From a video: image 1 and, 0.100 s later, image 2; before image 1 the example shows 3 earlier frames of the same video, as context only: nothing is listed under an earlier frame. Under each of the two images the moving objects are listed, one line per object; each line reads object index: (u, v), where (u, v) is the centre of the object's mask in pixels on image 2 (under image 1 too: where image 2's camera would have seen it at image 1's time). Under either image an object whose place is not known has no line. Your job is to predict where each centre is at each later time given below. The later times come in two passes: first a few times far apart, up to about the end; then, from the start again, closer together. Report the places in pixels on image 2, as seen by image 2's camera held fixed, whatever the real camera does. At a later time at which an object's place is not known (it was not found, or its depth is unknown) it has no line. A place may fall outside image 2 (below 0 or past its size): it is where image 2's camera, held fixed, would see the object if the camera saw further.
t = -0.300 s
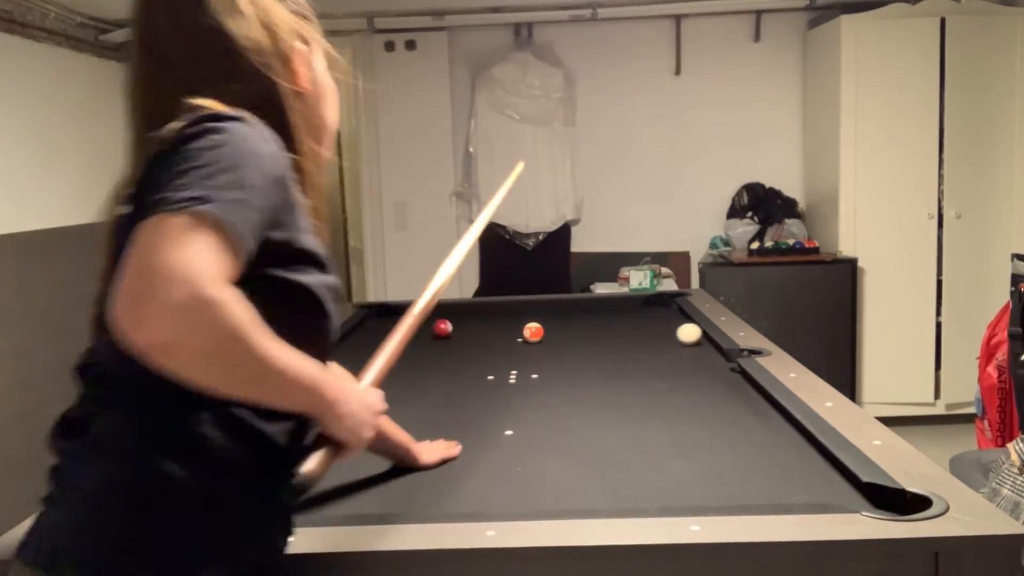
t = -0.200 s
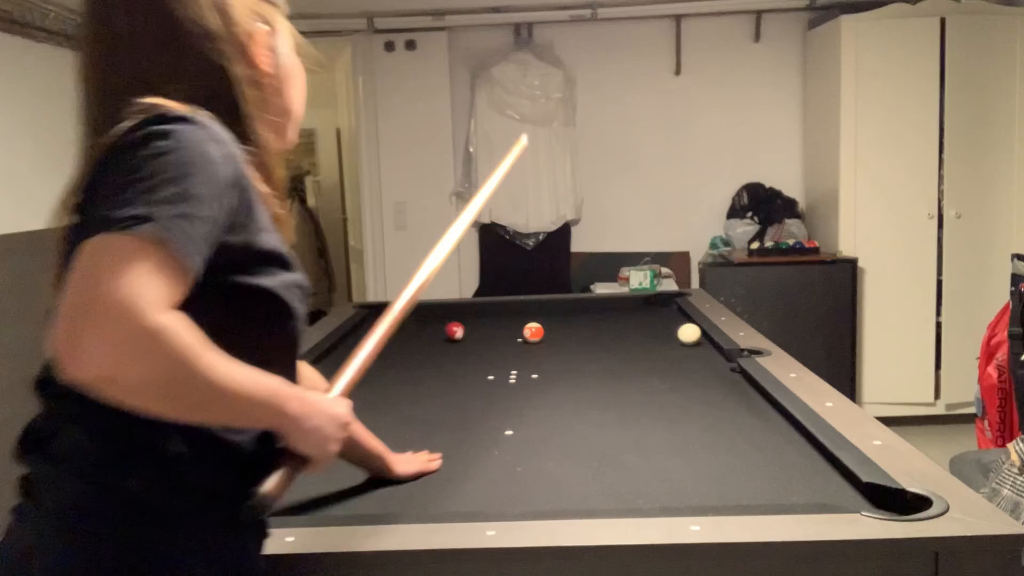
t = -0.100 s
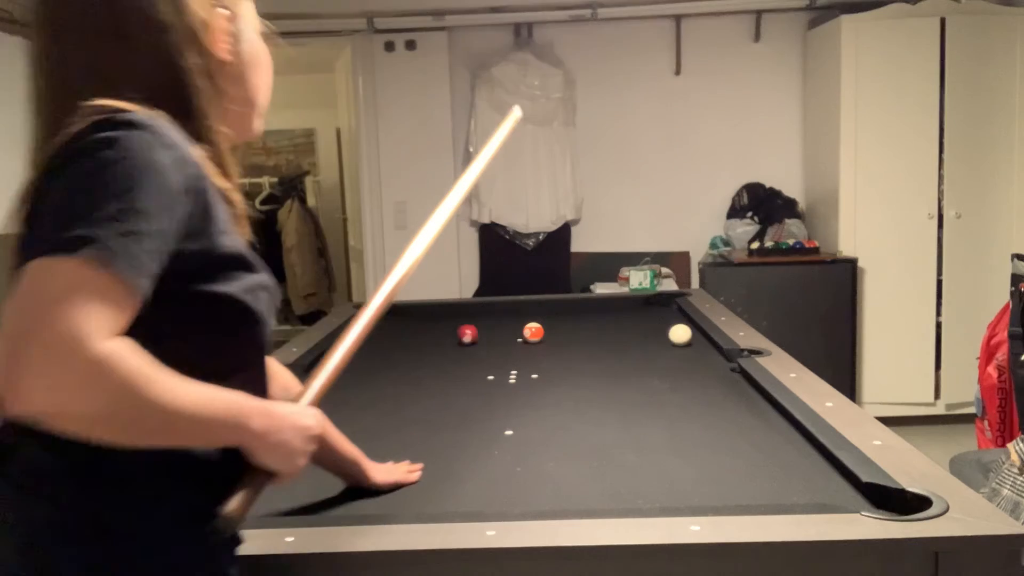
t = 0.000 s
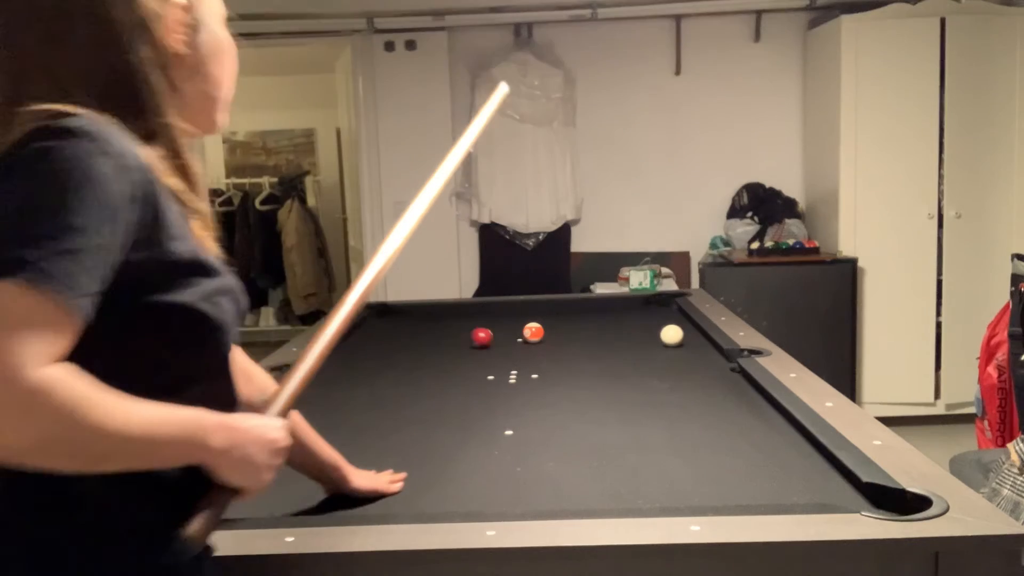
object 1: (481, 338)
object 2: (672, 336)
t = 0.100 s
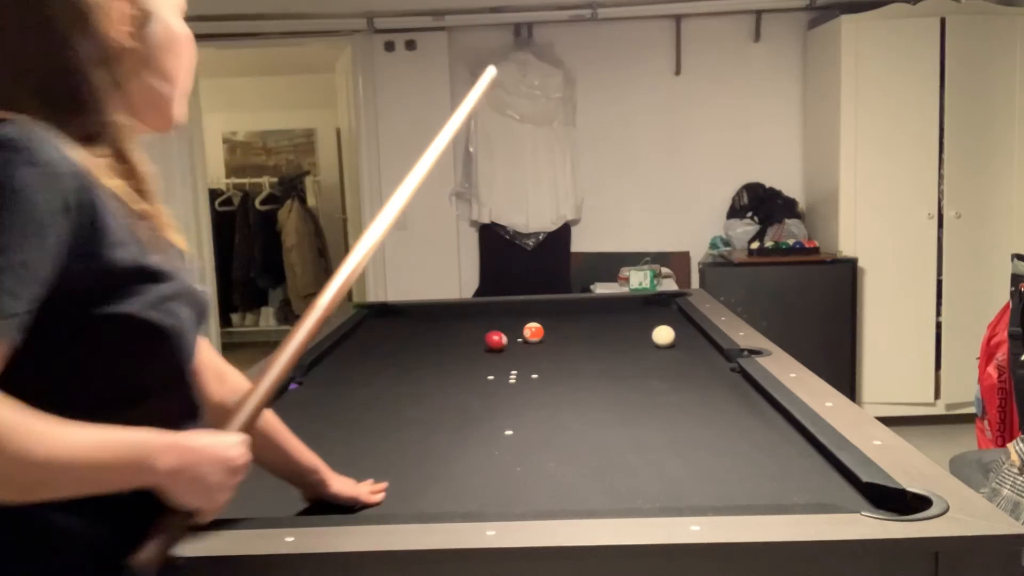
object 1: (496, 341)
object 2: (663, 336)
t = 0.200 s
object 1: (510, 345)
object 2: (655, 337)
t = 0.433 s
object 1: (547, 354)
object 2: (637, 339)
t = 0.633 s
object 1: (580, 361)
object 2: (622, 340)
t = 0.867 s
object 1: (624, 371)
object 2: (605, 342)
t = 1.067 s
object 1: (665, 381)
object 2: (591, 344)
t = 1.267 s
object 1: (710, 392)
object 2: (578, 346)
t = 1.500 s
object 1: (763, 406)
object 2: (563, 348)
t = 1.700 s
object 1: (753, 418)
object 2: (551, 350)
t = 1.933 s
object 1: (742, 433)
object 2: (538, 353)
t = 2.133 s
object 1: (732, 446)
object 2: (527, 355)
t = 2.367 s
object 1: (720, 462)
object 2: (515, 357)
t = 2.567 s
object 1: (709, 477)
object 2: (506, 359)
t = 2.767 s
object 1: (697, 489)
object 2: (497, 361)
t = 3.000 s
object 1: (682, 494)
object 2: (488, 363)
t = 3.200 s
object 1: (671, 491)
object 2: (482, 365)
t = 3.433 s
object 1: (659, 487)
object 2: (475, 367)
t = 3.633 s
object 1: (651, 482)
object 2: (470, 368)
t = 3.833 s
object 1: (645, 478)
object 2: (467, 369)
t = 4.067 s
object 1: (641, 473)
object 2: (464, 370)
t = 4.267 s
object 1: (637, 470)
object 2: (463, 370)
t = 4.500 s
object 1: (634, 467)
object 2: (463, 370)
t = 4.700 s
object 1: (633, 465)
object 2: (463, 370)
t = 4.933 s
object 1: (631, 464)
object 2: (463, 370)
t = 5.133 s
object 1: (630, 464)
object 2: (464, 370)
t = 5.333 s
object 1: (631, 464)
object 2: (464, 370)
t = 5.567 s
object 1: (631, 463)
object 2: (464, 370)
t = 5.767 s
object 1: (631, 463)
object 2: (464, 370)
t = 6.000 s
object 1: (631, 463)
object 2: (464, 370)
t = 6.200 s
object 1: (631, 463)
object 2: (463, 370)
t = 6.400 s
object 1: (631, 463)
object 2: (463, 370)
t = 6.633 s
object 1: (631, 463)
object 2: (464, 370)
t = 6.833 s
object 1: (631, 463)
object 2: (463, 370)
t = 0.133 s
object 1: (500, 343)
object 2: (661, 336)
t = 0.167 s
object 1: (505, 343)
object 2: (658, 337)
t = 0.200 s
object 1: (510, 345)
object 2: (655, 337)
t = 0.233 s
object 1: (515, 346)
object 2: (653, 337)
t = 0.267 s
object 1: (520, 348)
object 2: (650, 337)
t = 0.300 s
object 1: (525, 349)
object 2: (647, 338)
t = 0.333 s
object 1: (530, 349)
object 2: (645, 338)
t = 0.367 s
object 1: (536, 351)
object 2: (642, 338)
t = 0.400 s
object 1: (541, 353)
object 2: (640, 338)
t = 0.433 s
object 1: (547, 354)
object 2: (637, 339)
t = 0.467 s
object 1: (552, 355)
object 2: (634, 339)
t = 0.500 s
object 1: (558, 356)
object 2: (632, 339)
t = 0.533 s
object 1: (563, 357)
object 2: (629, 340)
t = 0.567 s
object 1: (569, 359)
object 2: (627, 340)
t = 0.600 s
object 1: (575, 360)
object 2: (624, 340)
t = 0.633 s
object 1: (580, 361)
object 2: (622, 340)
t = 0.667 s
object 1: (586, 363)
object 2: (619, 341)
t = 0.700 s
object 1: (593, 364)
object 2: (617, 341)
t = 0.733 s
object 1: (599, 366)
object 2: (615, 341)
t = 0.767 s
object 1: (605, 367)
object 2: (612, 341)
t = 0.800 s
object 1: (611, 369)
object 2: (610, 342)
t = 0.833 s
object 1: (617, 370)
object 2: (607, 342)
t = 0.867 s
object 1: (624, 371)
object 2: (605, 342)
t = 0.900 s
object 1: (631, 373)
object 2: (603, 343)
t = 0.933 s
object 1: (637, 375)
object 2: (600, 343)
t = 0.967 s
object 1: (644, 376)
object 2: (598, 343)
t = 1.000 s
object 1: (651, 378)
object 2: (596, 344)
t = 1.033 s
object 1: (658, 380)
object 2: (594, 344)
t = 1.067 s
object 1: (665, 381)
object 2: (591, 344)
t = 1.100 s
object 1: (672, 383)
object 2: (589, 344)
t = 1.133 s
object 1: (679, 386)
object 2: (587, 345)
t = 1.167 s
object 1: (687, 387)
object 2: (585, 345)
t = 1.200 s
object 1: (695, 389)
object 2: (583, 345)
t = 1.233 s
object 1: (702, 390)
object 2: (580, 346)
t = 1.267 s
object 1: (710, 392)
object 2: (578, 346)
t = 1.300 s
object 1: (718, 394)
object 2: (576, 346)
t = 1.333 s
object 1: (726, 397)
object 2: (574, 347)
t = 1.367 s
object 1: (734, 398)
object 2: (572, 347)
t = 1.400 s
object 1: (744, 401)
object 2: (570, 347)
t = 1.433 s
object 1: (751, 403)
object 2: (568, 348)
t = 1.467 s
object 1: (760, 404)
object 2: (566, 348)
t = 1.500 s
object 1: (763, 406)
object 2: (563, 348)
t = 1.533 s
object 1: (760, 409)
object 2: (561, 349)
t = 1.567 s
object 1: (759, 410)
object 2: (559, 349)
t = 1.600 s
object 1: (757, 412)
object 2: (557, 349)
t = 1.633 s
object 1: (756, 414)
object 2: (555, 350)
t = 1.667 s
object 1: (754, 416)
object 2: (553, 350)
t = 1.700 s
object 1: (753, 418)
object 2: (551, 350)
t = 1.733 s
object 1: (751, 420)
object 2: (550, 351)
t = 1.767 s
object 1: (750, 422)
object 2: (548, 351)
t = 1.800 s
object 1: (748, 424)
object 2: (546, 351)
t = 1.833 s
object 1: (746, 426)
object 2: (544, 352)
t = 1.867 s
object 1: (745, 429)
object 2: (542, 352)
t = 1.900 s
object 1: (743, 431)
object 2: (540, 352)
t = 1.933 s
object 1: (742, 433)
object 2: (538, 353)
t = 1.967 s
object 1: (740, 434)
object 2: (536, 353)
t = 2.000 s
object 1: (739, 437)
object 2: (534, 353)
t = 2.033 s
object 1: (737, 439)
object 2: (533, 354)
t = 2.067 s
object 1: (735, 441)
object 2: (531, 354)
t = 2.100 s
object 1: (734, 443)
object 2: (529, 355)
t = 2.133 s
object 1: (732, 446)
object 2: (527, 355)
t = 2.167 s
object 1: (730, 448)
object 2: (525, 355)
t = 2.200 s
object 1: (729, 450)
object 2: (524, 356)
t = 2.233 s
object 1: (727, 453)
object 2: (522, 356)
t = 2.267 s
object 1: (725, 456)
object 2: (520, 356)
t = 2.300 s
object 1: (723, 458)
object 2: (519, 357)
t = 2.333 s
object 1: (722, 460)
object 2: (517, 357)
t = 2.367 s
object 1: (720, 462)
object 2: (515, 357)
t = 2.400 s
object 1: (718, 464)
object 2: (514, 358)
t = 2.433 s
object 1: (716, 467)
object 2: (512, 358)
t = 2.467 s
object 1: (714, 470)
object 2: (511, 358)
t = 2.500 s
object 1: (713, 472)
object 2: (509, 359)
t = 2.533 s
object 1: (711, 474)
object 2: (507, 359)
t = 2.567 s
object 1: (709, 477)
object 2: (506, 359)
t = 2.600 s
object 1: (707, 479)
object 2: (504, 360)
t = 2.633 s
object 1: (705, 482)
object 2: (503, 360)
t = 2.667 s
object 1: (703, 485)
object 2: (501, 360)
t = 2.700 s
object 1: (701, 487)
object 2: (500, 361)
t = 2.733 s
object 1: (699, 488)
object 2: (499, 361)
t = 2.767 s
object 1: (697, 489)
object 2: (497, 361)
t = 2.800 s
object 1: (695, 490)
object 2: (496, 361)
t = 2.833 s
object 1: (693, 492)
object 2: (495, 362)
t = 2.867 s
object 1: (691, 493)
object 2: (493, 362)
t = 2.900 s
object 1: (689, 494)
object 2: (492, 362)
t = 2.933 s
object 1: (687, 495)
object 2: (491, 363)
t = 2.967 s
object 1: (684, 494)
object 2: (489, 363)
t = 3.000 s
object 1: (682, 494)
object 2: (488, 363)
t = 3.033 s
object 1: (680, 493)
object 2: (487, 363)
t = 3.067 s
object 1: (678, 493)
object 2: (486, 364)
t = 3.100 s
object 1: (676, 492)
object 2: (485, 364)
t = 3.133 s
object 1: (675, 492)
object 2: (484, 364)
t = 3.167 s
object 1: (673, 491)
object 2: (483, 365)
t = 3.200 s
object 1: (671, 491)
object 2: (482, 365)
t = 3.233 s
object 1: (669, 490)
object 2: (481, 365)
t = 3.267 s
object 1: (667, 489)
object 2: (480, 365)
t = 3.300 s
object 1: (666, 489)
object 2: (479, 366)
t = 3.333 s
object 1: (664, 488)
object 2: (478, 366)
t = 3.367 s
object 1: (662, 488)
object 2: (477, 366)
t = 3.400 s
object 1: (661, 487)
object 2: (476, 366)
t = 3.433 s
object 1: (659, 487)
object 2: (475, 367)
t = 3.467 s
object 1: (658, 486)
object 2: (474, 367)
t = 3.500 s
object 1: (656, 485)
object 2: (474, 367)
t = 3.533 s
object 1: (655, 484)
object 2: (473, 367)
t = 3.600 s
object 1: (653, 482)
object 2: (471, 368)
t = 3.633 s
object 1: (651, 482)
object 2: (470, 368)
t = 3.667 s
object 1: (650, 481)
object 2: (470, 368)
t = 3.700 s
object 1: (649, 480)
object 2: (469, 368)
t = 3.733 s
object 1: (648, 480)
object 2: (468, 368)
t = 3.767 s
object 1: (647, 479)
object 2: (468, 369)
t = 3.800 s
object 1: (646, 478)
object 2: (467, 369)
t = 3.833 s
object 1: (645, 478)
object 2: (467, 369)
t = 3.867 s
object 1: (645, 477)
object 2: (466, 369)
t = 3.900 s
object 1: (644, 476)
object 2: (466, 369)
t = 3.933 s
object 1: (643, 475)
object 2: (465, 369)
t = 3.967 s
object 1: (643, 475)
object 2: (465, 369)
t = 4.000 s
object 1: (642, 474)
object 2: (465, 370)
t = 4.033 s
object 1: (641, 474)
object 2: (464, 370)
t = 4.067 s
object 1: (641, 473)
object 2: (464, 370)
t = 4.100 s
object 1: (640, 472)
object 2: (464, 370)
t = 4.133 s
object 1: (639, 472)
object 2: (464, 370)
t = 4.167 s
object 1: (639, 471)
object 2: (463, 370)
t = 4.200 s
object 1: (638, 471)
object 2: (463, 370)
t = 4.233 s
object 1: (638, 470)
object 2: (463, 370)
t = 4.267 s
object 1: (637, 470)
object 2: (463, 370)
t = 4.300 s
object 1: (637, 469)
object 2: (463, 370)
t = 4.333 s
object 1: (636, 469)
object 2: (463, 370)
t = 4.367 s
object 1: (636, 469)
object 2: (463, 370)
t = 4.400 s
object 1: (635, 468)
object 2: (463, 370)
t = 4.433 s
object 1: (635, 468)
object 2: (463, 370)
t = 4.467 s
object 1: (634, 467)
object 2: (463, 370)
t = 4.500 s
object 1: (634, 467)
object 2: (463, 370)
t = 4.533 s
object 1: (634, 467)
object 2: (463, 370)
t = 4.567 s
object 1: (633, 466)
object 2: (463, 370)
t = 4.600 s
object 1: (633, 466)
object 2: (463, 370)
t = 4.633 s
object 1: (633, 466)
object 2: (463, 370)
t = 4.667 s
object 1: (633, 465)
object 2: (463, 370)
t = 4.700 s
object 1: (633, 465)
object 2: (463, 370)
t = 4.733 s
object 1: (632, 465)
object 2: (463, 370)
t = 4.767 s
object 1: (632, 465)
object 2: (463, 370)
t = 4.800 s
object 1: (632, 465)
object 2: (463, 370)
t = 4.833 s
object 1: (632, 464)
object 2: (463, 370)
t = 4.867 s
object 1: (631, 464)
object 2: (463, 370)
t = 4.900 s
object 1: (631, 464)
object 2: (463, 370)
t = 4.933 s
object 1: (631, 464)
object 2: (463, 370)
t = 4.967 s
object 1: (631, 464)
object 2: (463, 370)
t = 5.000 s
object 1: (631, 464)
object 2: (463, 370)
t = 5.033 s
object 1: (631, 464)
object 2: (463, 370)
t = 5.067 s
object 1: (631, 464)
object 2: (463, 370)
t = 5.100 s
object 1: (631, 464)
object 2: (463, 370)
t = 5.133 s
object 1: (630, 464)
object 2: (464, 370)
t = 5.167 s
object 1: (630, 464)
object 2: (464, 370)
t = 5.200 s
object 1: (631, 464)
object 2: (464, 370)
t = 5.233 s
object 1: (631, 464)
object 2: (464, 370)
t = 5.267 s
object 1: (631, 464)
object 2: (464, 370)
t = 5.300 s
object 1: (631, 464)
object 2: (464, 370)
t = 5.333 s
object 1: (631, 464)
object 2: (464, 370)
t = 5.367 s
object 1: (631, 464)
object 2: (464, 370)
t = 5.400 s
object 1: (631, 464)
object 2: (463, 370)
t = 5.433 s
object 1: (631, 463)
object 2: (463, 370)
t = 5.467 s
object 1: (631, 464)
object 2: (463, 370)
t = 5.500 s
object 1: (631, 463)
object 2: (463, 370)
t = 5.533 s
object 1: (631, 464)
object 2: (464, 370)
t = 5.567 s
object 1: (631, 463)
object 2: (464, 370)
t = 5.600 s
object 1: (631, 464)
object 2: (464, 370)
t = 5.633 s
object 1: (631, 463)
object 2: (464, 370)
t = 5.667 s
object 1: (631, 464)
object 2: (464, 370)
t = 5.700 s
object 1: (631, 463)
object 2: (464, 370)
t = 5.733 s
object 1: (631, 463)
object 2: (464, 370)
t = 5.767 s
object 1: (631, 463)
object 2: (464, 370)
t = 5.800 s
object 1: (631, 463)
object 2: (463, 370)
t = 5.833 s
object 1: (631, 463)
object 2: (463, 370)
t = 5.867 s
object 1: (631, 463)
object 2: (463, 370)
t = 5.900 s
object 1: (631, 463)
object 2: (463, 370)
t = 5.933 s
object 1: (631, 464)
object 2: (463, 370)
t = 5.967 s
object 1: (631, 463)
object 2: (464, 370)
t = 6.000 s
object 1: (631, 463)
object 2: (464, 370)
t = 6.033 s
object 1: (631, 463)
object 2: (463, 370)
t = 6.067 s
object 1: (631, 463)
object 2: (464, 370)
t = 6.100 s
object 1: (631, 463)
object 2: (464, 370)
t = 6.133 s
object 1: (631, 464)
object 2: (463, 370)
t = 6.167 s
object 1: (631, 463)
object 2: (463, 370)
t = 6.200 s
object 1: (631, 463)
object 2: (463, 370)
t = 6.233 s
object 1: (631, 463)
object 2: (464, 370)
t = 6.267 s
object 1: (631, 463)
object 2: (463, 370)
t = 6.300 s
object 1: (631, 463)
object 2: (463, 370)
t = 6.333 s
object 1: (631, 463)
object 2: (463, 370)
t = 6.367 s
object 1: (631, 463)
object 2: (463, 370)
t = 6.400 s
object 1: (631, 463)
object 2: (463, 370)
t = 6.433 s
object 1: (631, 463)
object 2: (463, 370)
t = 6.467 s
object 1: (631, 463)
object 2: (464, 370)
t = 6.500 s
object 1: (631, 463)
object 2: (464, 370)
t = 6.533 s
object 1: (631, 463)
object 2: (464, 370)
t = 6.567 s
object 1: (631, 463)
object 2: (464, 370)
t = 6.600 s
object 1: (631, 463)
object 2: (464, 370)
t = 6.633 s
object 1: (631, 463)
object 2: (464, 370)
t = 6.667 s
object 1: (631, 463)
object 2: (463, 370)
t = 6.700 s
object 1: (631, 463)
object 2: (464, 370)
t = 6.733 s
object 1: (631, 463)
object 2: (463, 370)
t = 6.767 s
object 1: (631, 463)
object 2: (463, 370)
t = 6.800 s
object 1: (631, 463)
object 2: (464, 370)
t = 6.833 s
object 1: (631, 463)
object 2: (463, 370)
